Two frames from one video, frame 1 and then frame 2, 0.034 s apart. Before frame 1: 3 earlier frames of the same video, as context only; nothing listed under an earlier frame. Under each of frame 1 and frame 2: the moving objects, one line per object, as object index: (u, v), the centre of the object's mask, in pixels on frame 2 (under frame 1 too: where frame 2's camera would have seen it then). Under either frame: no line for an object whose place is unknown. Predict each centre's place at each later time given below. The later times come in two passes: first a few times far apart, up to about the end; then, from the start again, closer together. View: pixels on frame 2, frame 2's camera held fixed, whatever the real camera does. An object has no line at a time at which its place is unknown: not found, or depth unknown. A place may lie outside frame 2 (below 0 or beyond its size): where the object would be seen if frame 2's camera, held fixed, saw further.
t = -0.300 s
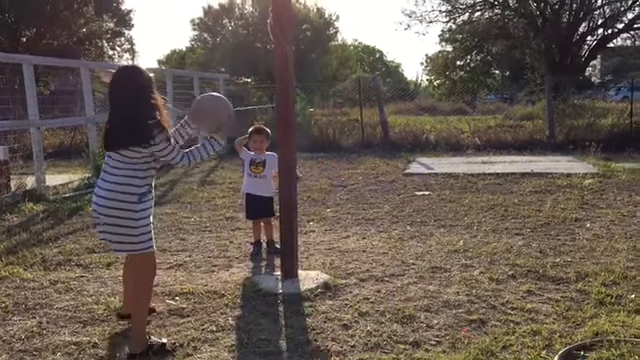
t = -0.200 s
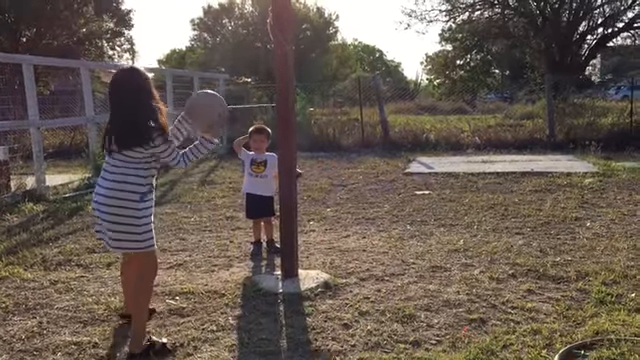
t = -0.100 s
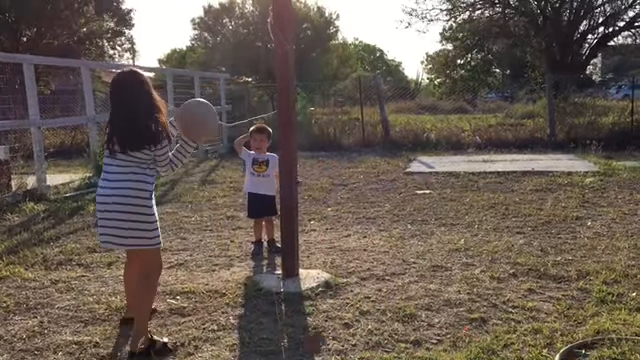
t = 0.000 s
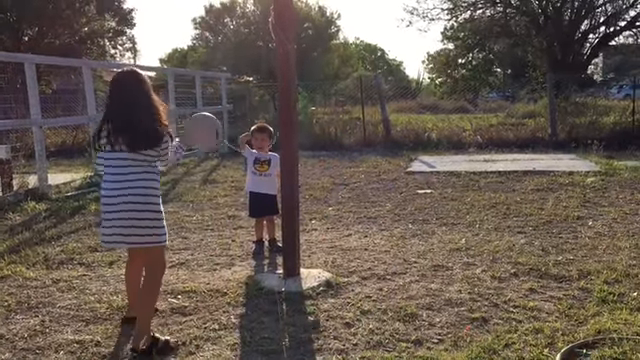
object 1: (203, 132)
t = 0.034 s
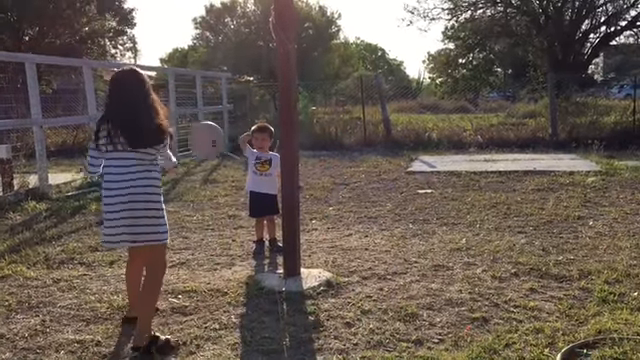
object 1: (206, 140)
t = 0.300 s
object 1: (271, 180)
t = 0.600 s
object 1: (352, 200)
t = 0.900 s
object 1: (385, 234)
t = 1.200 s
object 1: (334, 249)
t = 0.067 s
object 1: (209, 150)
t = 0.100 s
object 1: (213, 160)
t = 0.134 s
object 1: (217, 171)
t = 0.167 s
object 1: (222, 180)
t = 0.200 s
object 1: (232, 189)
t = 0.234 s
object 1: (242, 189)
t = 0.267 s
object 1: (258, 184)
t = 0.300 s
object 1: (271, 180)
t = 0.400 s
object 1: (308, 175)
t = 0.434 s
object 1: (314, 179)
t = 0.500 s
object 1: (330, 186)
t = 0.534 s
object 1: (339, 192)
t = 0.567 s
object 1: (345, 199)
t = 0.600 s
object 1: (352, 200)
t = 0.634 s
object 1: (358, 203)
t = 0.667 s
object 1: (364, 206)
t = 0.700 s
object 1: (368, 208)
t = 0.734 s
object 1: (372, 210)
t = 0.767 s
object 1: (375, 214)
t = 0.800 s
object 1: (378, 218)
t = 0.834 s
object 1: (382, 224)
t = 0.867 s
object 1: (384, 229)
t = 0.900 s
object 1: (385, 234)
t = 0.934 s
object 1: (384, 237)
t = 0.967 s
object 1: (381, 238)
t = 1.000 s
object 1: (376, 238)
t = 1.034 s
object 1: (371, 239)
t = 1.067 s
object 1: (365, 240)
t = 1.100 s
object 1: (359, 243)
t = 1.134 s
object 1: (351, 246)
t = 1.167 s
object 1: (343, 249)
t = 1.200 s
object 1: (334, 249)
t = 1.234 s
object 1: (322, 247)
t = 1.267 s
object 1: (312, 246)
